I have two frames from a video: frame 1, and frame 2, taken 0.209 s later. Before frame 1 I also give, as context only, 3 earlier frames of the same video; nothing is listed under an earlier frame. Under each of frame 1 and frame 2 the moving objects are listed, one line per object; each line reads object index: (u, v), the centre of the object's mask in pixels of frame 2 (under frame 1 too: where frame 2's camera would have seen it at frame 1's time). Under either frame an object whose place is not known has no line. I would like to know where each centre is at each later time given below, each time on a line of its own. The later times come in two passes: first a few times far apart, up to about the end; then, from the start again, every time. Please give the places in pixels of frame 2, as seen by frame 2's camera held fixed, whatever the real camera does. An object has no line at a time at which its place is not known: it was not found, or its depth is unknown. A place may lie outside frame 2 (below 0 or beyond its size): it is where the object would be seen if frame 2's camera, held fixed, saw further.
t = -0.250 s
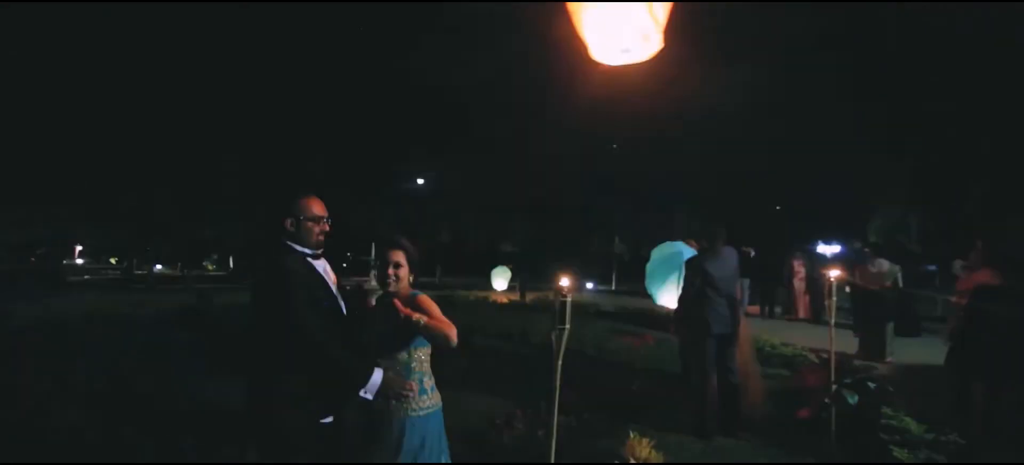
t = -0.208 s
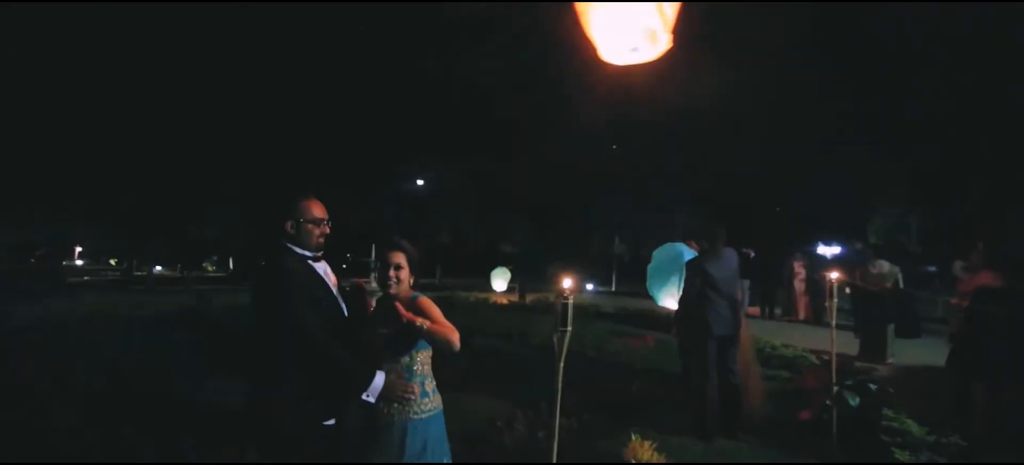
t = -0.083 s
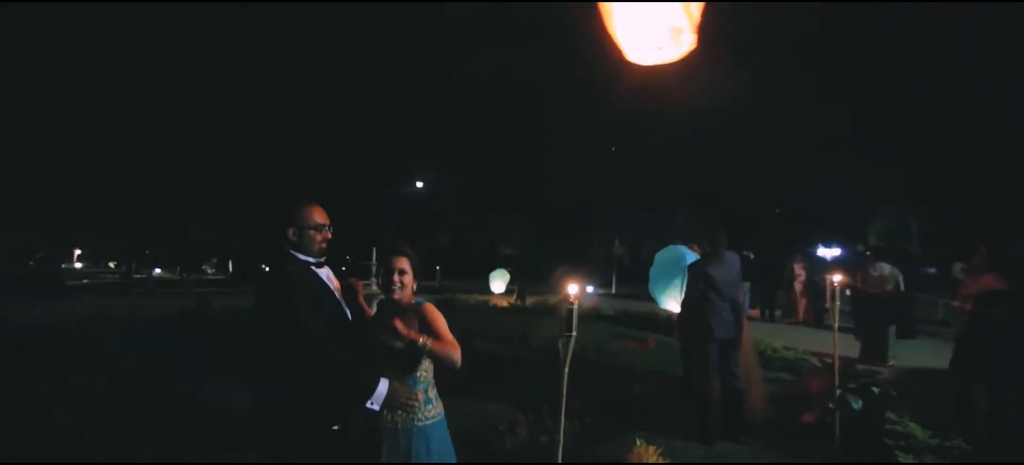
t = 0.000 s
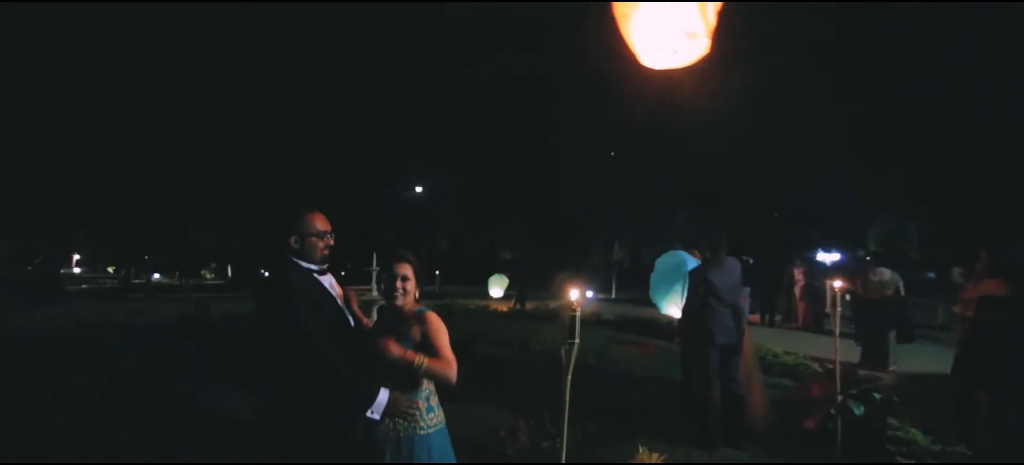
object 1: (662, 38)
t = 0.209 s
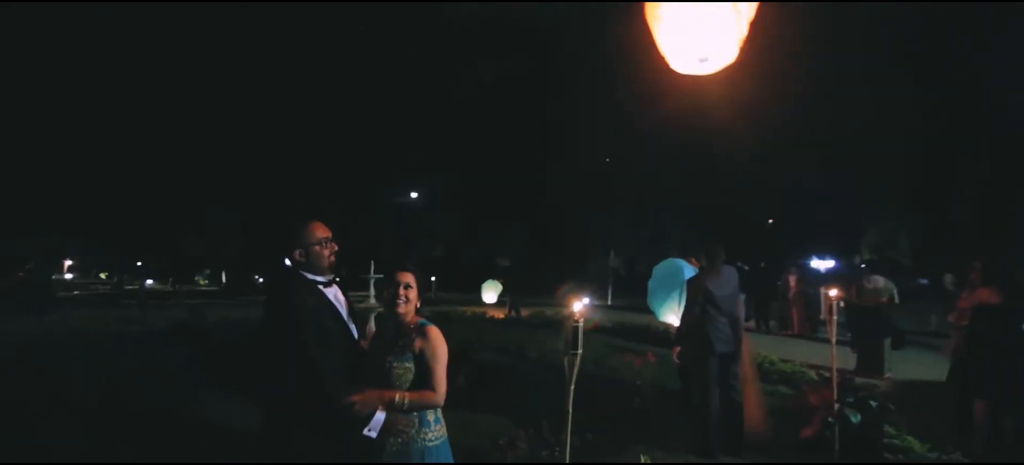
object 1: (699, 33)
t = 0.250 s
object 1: (706, 32)
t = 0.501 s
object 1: (748, 25)
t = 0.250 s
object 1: (706, 32)
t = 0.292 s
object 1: (714, 31)
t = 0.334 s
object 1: (721, 30)
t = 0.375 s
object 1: (728, 30)
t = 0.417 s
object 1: (735, 28)
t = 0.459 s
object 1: (742, 26)
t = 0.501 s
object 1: (748, 25)
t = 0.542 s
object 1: (757, 23)
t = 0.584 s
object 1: (764, 20)
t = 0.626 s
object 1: (772, 19)
